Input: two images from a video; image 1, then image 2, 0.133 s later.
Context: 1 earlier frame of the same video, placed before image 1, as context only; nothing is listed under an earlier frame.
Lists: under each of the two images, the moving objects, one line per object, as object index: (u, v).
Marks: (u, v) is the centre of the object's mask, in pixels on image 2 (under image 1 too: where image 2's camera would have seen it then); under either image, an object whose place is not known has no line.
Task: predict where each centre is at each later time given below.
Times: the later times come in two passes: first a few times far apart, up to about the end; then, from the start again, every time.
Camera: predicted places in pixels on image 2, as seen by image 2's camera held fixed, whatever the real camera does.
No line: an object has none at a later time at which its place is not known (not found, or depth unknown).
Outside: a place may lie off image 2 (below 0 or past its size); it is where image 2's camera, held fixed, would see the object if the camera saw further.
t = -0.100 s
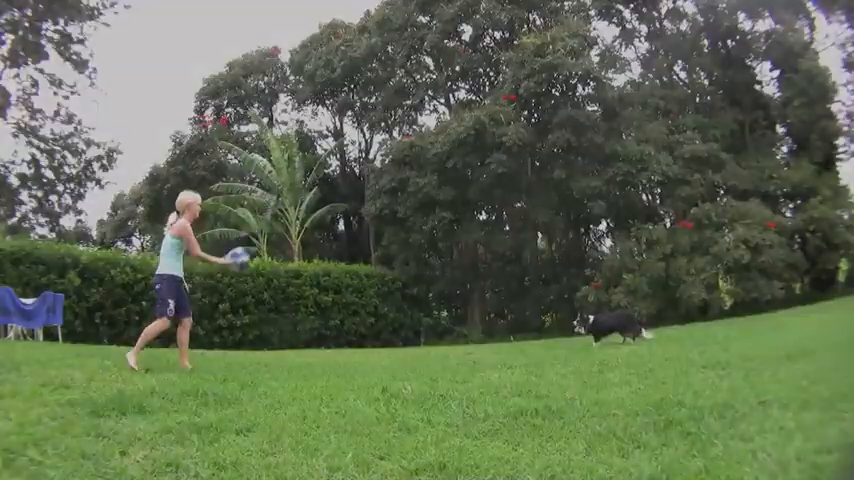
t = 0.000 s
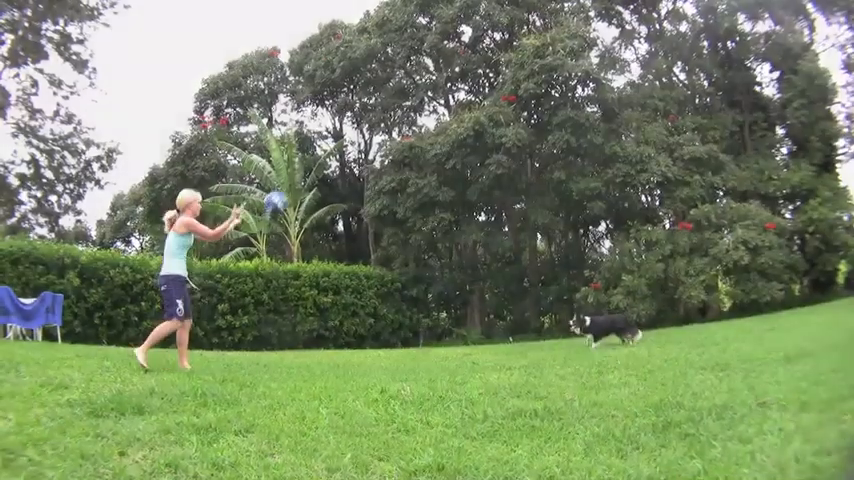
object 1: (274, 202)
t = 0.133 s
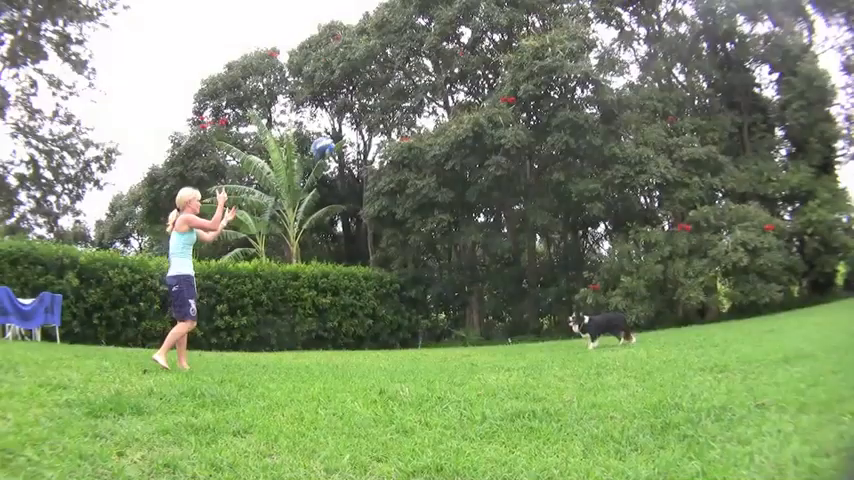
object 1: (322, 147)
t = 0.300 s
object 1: (375, 109)
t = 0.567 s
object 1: (448, 105)
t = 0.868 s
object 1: (519, 167)
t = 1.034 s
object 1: (553, 226)
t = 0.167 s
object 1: (334, 136)
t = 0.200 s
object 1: (344, 129)
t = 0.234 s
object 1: (354, 121)
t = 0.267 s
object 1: (365, 115)
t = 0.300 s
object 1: (375, 109)
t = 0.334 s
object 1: (385, 104)
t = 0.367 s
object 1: (394, 102)
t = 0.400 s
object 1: (404, 101)
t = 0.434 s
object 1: (413, 101)
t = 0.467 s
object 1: (421, 100)
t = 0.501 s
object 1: (431, 100)
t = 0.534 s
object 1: (439, 102)
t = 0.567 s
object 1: (448, 105)
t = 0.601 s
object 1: (456, 109)
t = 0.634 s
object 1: (464, 114)
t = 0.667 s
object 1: (473, 120)
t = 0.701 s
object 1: (481, 125)
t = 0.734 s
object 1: (488, 132)
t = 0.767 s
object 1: (496, 141)
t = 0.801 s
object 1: (504, 148)
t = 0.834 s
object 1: (512, 158)
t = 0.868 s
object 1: (519, 167)
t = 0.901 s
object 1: (525, 178)
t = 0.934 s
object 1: (533, 188)
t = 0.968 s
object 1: (540, 200)
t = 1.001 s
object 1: (547, 213)
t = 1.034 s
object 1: (553, 226)
